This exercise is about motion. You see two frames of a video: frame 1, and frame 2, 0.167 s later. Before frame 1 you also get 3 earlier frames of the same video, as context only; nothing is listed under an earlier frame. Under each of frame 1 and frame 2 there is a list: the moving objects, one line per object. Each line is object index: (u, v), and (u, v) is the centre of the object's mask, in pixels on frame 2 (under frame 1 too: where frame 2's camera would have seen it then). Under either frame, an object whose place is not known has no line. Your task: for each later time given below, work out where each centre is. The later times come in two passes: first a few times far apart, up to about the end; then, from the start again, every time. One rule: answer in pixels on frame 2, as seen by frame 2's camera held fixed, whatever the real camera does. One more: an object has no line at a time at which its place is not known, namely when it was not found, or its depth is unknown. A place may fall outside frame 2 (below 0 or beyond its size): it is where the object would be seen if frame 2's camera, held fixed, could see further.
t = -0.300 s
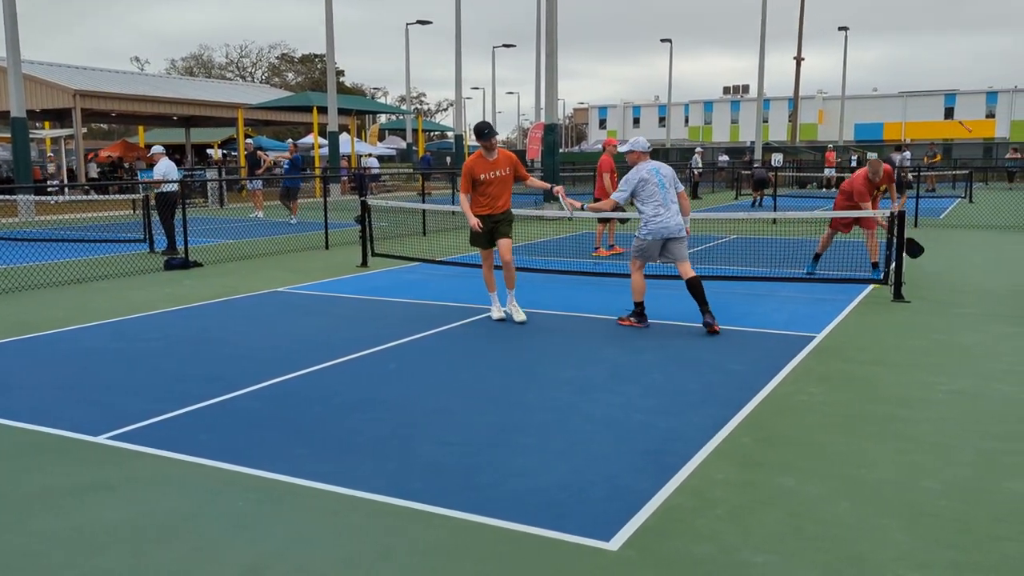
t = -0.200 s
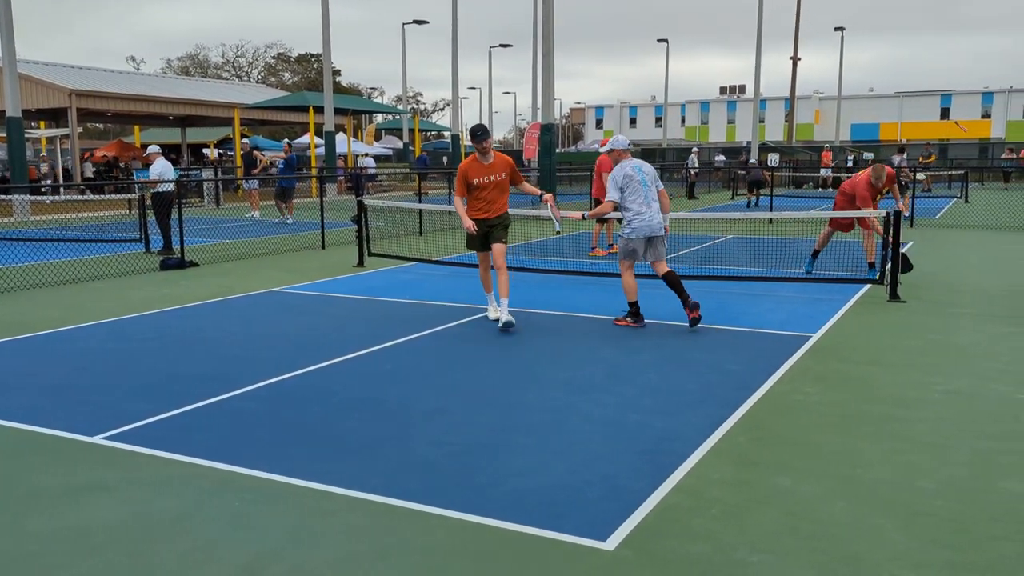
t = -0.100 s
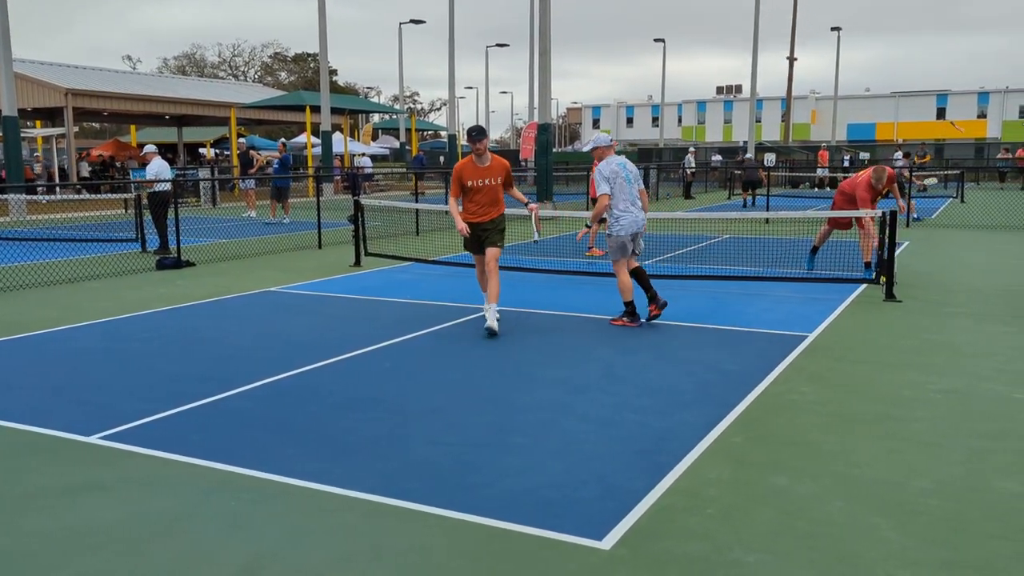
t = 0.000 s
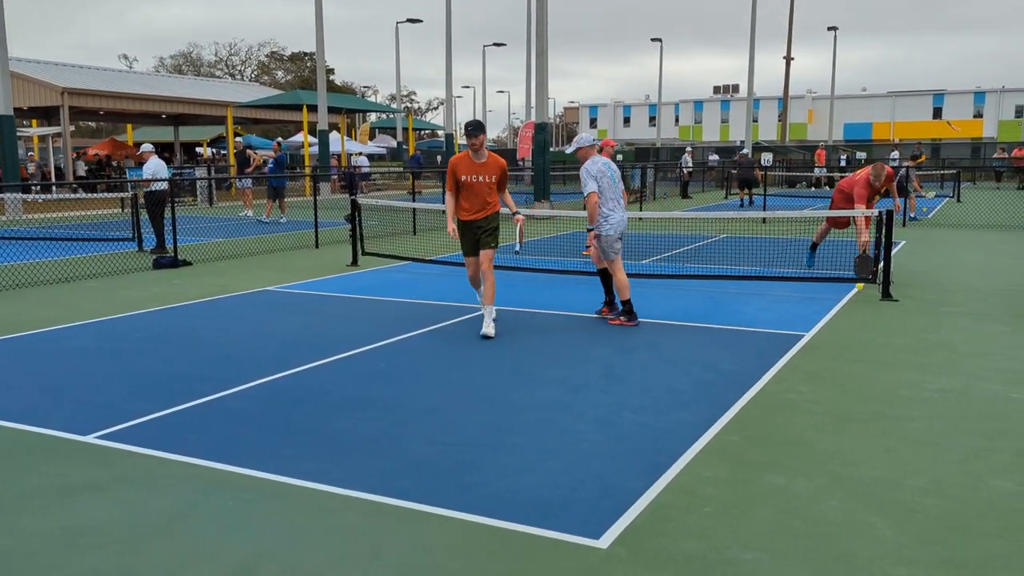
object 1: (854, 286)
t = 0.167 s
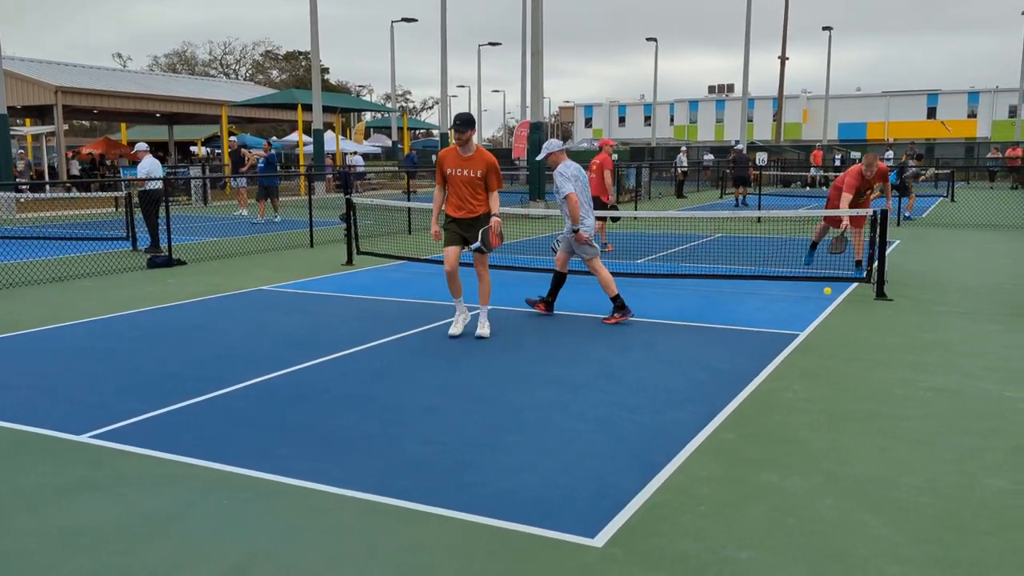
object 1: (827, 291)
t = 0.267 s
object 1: (812, 299)
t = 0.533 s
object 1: (784, 308)
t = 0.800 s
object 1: (751, 319)
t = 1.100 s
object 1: (712, 334)
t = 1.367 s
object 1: (674, 348)
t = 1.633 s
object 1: (631, 363)
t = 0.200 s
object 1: (821, 294)
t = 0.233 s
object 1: (816, 298)
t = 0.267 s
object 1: (812, 299)
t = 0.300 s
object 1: (809, 298)
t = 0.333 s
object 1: (806, 298)
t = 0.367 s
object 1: (802, 300)
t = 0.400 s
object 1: (799, 302)
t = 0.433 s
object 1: (795, 306)
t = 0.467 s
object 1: (791, 307)
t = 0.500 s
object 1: (786, 307)
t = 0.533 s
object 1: (784, 308)
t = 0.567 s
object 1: (779, 310)
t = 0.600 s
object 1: (775, 313)
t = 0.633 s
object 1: (772, 313)
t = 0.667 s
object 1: (768, 313)
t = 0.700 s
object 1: (763, 315)
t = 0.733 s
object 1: (759, 317)
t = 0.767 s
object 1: (755, 319)
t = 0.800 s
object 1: (751, 319)
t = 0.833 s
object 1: (747, 320)
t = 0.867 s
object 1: (743, 322)
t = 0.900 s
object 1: (739, 325)
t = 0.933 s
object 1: (734, 326)
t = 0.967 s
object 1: (730, 327)
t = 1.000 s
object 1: (726, 330)
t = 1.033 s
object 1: (721, 331)
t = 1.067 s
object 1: (717, 332)
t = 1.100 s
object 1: (712, 334)
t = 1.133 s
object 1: (707, 336)
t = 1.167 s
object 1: (703, 337)
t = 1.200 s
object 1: (698, 339)
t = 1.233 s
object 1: (693, 341)
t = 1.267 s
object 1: (688, 343)
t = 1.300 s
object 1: (684, 344)
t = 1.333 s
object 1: (679, 346)
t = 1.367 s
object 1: (674, 348)
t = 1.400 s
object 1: (669, 350)
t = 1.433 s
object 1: (664, 352)
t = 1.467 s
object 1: (658, 353)
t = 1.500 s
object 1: (653, 355)
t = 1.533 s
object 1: (648, 357)
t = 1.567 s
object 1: (642, 359)
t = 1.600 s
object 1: (637, 361)
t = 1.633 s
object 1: (631, 363)
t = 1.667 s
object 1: (626, 365)
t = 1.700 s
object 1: (620, 368)
